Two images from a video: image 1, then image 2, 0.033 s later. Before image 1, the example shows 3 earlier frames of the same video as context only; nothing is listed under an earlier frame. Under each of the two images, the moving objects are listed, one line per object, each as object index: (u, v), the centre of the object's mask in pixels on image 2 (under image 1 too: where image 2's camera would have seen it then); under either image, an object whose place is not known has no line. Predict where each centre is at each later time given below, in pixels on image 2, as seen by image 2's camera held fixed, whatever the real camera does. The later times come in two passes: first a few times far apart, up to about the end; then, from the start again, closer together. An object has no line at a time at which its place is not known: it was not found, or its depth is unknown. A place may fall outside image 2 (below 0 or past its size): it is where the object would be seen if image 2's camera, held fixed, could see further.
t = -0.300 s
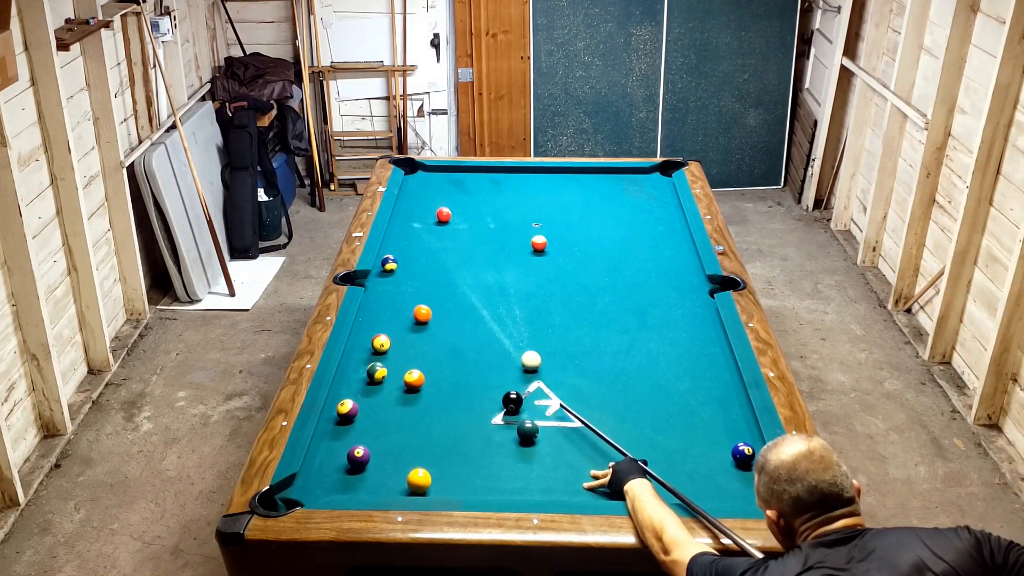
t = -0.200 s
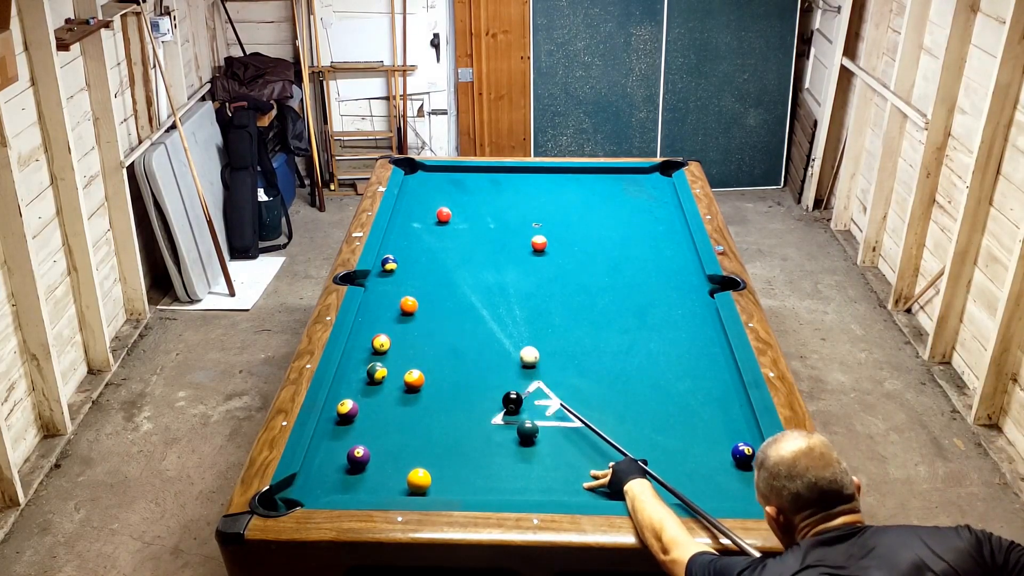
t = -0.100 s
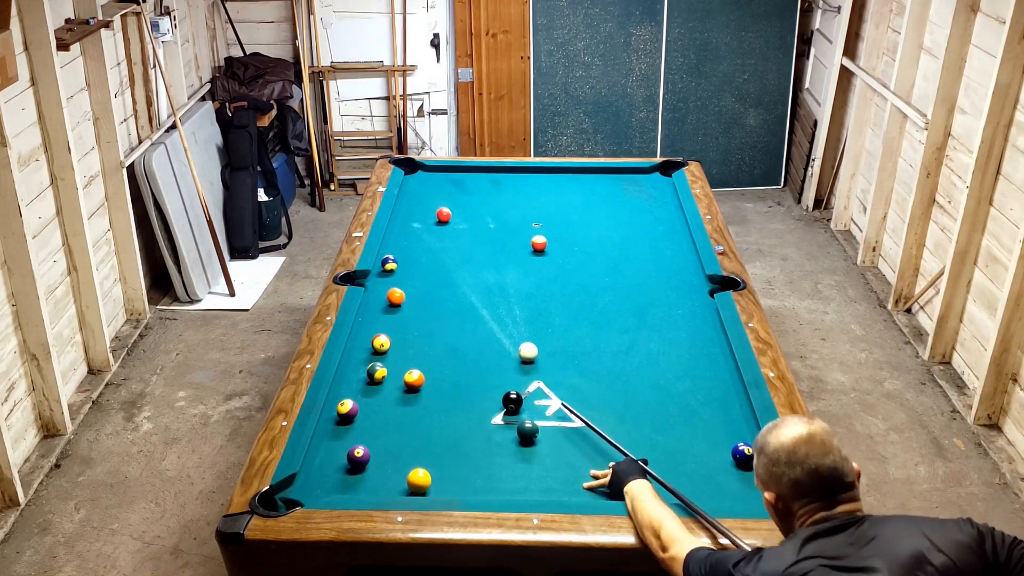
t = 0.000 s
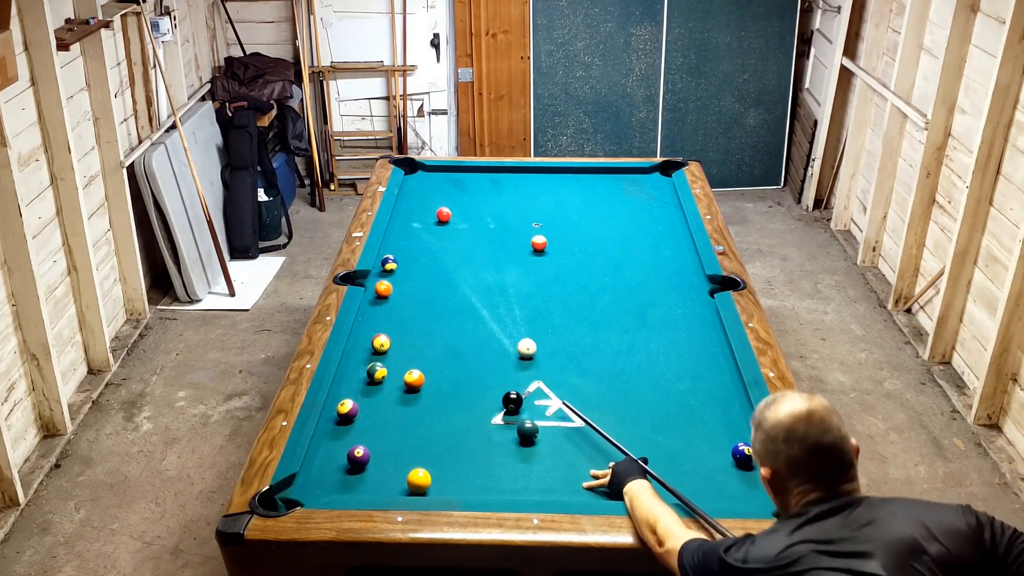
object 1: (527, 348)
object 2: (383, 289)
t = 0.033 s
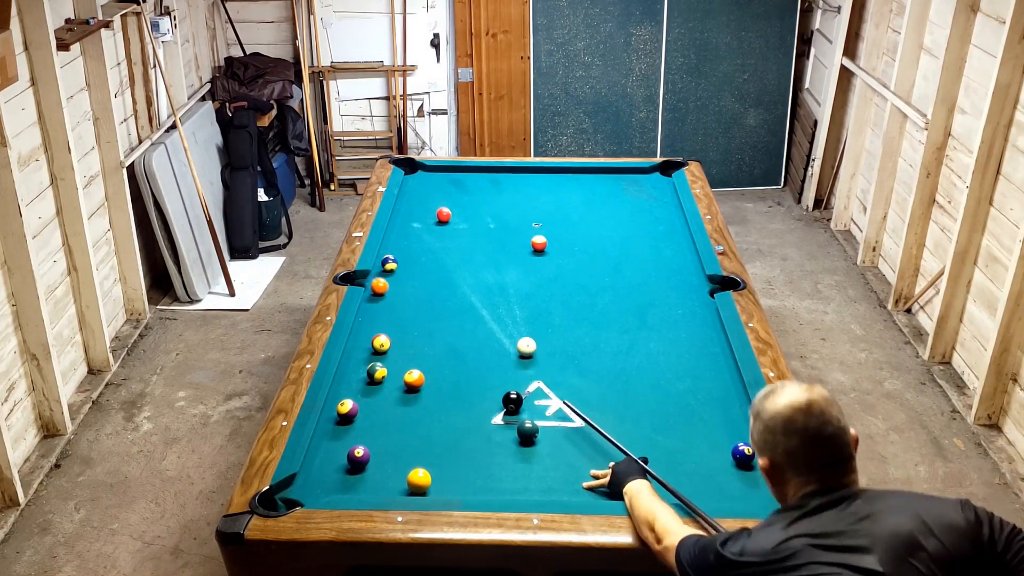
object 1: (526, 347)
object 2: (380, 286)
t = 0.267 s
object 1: (525, 339)
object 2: (358, 283)
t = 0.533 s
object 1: (523, 331)
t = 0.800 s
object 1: (522, 325)
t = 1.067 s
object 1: (521, 320)
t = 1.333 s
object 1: (521, 317)
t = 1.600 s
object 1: (521, 315)
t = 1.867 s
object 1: (521, 314)
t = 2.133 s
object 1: (521, 314)
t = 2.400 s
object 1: (521, 314)
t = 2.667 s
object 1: (521, 314)
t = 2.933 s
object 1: (521, 314)
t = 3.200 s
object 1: (521, 314)
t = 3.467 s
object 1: (521, 314)
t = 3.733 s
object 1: (521, 314)
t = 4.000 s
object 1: (521, 314)
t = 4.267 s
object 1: (521, 314)
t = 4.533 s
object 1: (521, 314)
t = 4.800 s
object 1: (521, 314)
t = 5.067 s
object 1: (521, 314)
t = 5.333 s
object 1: (521, 314)
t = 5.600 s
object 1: (521, 314)
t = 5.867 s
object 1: (521, 314)
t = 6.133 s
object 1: (521, 314)
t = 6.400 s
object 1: (521, 314)
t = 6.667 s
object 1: (521, 314)
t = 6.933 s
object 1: (521, 314)
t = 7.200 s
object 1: (521, 314)
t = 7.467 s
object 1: (521, 314)
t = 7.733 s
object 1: (521, 314)
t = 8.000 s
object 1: (521, 314)
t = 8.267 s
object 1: (521, 314)
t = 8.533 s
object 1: (521, 314)
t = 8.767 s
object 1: (521, 314)
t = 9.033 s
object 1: (521, 314)
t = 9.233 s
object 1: (521, 314)
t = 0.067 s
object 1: (526, 345)
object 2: (375, 284)
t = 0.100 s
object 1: (526, 344)
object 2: (372, 281)
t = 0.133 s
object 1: (526, 343)
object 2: (368, 279)
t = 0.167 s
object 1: (525, 342)
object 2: (364, 276)
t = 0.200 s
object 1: (525, 341)
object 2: (361, 276)
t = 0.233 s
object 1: (525, 340)
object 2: (359, 279)
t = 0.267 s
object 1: (525, 339)
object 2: (358, 283)
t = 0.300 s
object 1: (524, 338)
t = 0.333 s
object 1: (524, 337)
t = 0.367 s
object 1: (524, 336)
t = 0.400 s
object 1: (523, 335)
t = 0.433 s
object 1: (523, 334)
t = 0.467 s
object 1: (523, 333)
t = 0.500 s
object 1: (523, 332)
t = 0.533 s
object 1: (523, 331)
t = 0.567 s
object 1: (523, 330)
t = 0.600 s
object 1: (523, 329)
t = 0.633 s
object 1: (522, 329)
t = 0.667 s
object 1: (522, 328)
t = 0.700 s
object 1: (522, 327)
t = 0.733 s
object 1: (522, 326)
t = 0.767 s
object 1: (522, 326)
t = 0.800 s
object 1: (522, 325)
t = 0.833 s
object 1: (522, 324)
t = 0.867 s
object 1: (521, 324)
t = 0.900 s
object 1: (522, 323)
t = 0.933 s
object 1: (522, 322)
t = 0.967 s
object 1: (521, 322)
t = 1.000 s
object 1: (522, 321)
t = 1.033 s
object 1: (521, 321)
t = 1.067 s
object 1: (521, 320)
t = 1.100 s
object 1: (521, 320)
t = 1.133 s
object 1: (521, 319)
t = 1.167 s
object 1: (522, 319)
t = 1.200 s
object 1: (522, 318)
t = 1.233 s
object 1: (522, 318)
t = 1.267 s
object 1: (522, 317)
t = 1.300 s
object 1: (522, 317)
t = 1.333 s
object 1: (521, 317)
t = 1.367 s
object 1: (521, 316)
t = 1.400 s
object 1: (521, 316)
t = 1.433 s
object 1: (521, 316)
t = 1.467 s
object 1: (521, 316)
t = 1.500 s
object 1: (521, 315)
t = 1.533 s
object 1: (521, 315)
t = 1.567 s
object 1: (521, 315)
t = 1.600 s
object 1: (521, 315)
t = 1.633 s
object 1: (521, 314)
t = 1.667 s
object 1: (521, 314)
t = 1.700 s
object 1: (521, 314)
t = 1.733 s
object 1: (521, 314)
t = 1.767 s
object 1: (521, 314)
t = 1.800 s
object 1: (521, 314)
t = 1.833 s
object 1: (521, 314)
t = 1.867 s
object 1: (521, 314)
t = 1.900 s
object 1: (521, 314)
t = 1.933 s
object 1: (521, 314)
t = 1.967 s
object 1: (521, 314)
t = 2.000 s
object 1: (521, 314)
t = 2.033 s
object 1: (521, 314)
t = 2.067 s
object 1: (521, 314)
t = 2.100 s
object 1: (521, 314)
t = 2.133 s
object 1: (521, 314)
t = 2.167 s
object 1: (521, 314)
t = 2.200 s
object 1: (521, 314)
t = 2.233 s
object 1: (521, 314)
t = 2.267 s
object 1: (521, 314)
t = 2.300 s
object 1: (521, 314)
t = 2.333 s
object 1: (521, 314)
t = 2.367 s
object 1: (521, 314)
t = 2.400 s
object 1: (521, 314)
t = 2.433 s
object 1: (521, 314)
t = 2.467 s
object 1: (521, 314)
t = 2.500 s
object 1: (521, 314)
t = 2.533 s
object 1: (521, 314)
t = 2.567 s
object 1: (521, 314)
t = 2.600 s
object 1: (521, 314)
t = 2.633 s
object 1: (521, 314)
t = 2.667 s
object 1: (521, 314)
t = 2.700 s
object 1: (521, 314)
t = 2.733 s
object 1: (521, 314)
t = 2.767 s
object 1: (521, 314)
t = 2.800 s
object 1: (521, 314)
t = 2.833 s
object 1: (521, 314)
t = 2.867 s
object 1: (521, 314)
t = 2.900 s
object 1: (521, 314)
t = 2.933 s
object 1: (521, 314)
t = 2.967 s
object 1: (521, 314)
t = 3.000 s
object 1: (521, 314)
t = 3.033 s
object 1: (521, 314)
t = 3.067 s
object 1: (521, 314)
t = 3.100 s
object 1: (521, 314)
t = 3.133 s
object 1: (521, 314)
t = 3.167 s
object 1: (521, 314)
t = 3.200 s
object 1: (521, 314)
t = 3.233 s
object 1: (521, 314)
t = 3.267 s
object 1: (521, 314)
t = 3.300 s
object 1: (521, 314)
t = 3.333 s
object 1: (521, 314)
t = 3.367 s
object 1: (521, 314)
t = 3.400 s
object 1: (521, 314)
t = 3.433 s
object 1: (521, 314)
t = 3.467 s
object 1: (521, 314)
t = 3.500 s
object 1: (521, 314)
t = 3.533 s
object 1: (521, 314)
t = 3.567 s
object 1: (521, 314)
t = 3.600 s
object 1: (521, 315)
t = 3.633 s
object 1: (521, 314)
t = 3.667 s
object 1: (521, 314)
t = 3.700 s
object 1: (521, 314)
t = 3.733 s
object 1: (521, 314)
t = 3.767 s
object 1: (521, 315)
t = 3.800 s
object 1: (521, 314)
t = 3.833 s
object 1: (521, 314)
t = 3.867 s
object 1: (521, 314)
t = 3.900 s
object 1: (521, 314)
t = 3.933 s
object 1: (521, 314)
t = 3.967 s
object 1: (521, 314)
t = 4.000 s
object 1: (521, 314)
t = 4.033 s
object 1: (521, 314)
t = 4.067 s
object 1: (521, 314)
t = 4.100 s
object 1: (521, 314)
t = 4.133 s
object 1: (521, 314)
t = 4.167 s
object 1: (521, 315)
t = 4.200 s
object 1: (521, 315)
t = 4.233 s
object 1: (521, 315)
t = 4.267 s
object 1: (521, 314)
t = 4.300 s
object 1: (521, 314)
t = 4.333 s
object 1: (521, 314)
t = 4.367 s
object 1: (521, 315)
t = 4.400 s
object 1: (521, 315)
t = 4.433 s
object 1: (521, 314)
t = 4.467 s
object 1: (521, 314)
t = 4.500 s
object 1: (521, 314)
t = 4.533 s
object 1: (521, 314)
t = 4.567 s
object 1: (521, 314)
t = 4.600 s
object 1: (521, 314)
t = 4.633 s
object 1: (521, 314)
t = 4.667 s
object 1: (521, 314)
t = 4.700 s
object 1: (521, 315)
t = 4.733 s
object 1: (521, 314)
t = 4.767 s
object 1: (521, 314)
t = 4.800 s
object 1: (521, 314)
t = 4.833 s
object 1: (521, 314)
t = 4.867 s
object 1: (521, 314)
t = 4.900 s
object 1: (521, 314)
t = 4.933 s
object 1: (521, 314)
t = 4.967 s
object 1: (521, 314)
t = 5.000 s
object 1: (521, 314)
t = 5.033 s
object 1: (521, 314)
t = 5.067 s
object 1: (521, 314)
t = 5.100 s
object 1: (521, 314)
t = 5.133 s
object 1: (521, 314)
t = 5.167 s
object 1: (521, 314)
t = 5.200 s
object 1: (521, 314)
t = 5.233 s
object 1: (521, 314)
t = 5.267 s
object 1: (521, 314)
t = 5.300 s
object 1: (521, 314)
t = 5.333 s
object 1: (521, 314)
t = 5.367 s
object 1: (521, 314)
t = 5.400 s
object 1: (521, 314)
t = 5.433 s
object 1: (521, 314)
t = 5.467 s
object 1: (521, 314)
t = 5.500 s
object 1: (521, 314)
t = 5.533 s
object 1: (521, 314)
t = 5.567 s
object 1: (521, 314)
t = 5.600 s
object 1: (521, 314)
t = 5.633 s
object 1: (521, 314)
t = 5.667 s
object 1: (521, 314)
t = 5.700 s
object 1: (521, 314)
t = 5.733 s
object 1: (521, 314)
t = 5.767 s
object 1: (521, 314)
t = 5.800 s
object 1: (521, 314)
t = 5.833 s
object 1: (521, 314)
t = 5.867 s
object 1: (521, 314)
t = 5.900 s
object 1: (521, 314)
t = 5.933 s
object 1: (521, 314)
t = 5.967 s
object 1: (521, 314)
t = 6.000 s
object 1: (521, 314)
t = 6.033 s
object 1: (521, 314)
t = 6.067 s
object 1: (521, 314)
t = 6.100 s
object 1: (521, 314)
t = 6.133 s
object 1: (521, 314)
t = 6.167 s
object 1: (521, 314)
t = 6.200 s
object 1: (521, 314)
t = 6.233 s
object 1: (521, 314)
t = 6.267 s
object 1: (521, 314)
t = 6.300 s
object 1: (521, 314)
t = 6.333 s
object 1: (521, 314)
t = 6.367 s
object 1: (521, 314)
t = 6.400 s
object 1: (521, 314)
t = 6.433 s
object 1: (521, 314)
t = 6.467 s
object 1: (521, 314)
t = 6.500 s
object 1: (521, 314)
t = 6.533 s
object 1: (521, 314)
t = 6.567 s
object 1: (521, 314)
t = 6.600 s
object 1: (521, 314)
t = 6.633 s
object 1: (521, 314)
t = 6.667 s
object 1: (521, 314)
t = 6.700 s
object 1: (521, 314)
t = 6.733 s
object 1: (521, 314)
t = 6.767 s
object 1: (521, 314)
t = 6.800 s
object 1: (521, 314)
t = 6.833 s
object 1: (521, 314)
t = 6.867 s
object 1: (521, 314)
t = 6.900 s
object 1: (521, 314)
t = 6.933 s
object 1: (521, 314)
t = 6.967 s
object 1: (521, 314)
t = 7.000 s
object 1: (521, 314)
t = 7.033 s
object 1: (521, 314)
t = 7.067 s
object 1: (521, 314)
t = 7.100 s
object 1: (521, 314)
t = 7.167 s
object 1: (521, 314)
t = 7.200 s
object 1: (521, 314)
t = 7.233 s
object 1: (521, 314)
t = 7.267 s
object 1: (521, 314)
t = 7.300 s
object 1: (521, 314)
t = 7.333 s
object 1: (521, 314)
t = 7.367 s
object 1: (521, 314)
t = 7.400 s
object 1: (521, 314)
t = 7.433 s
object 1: (521, 314)
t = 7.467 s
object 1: (521, 314)
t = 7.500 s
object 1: (521, 314)
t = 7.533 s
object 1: (521, 314)
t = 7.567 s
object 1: (521, 314)
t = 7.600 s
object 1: (521, 314)
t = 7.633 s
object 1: (521, 314)
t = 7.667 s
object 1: (521, 314)
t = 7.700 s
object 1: (521, 314)
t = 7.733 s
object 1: (521, 314)
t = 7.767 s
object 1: (521, 314)
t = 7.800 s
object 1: (521, 314)
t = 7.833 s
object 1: (521, 314)
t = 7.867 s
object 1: (521, 314)
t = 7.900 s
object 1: (521, 314)
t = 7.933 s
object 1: (521, 314)
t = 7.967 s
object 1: (521, 314)
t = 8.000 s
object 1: (521, 314)
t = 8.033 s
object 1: (521, 314)
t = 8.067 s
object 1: (521, 314)
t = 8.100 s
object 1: (521, 314)
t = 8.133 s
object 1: (521, 314)
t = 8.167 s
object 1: (521, 314)
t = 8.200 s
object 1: (521, 314)
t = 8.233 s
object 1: (521, 314)
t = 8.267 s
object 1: (521, 314)
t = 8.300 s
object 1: (521, 314)
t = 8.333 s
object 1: (521, 314)
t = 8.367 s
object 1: (521, 314)
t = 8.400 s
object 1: (521, 314)
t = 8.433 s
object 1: (521, 314)
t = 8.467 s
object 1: (521, 314)
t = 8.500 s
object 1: (521, 314)
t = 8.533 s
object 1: (521, 314)
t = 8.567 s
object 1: (521, 314)
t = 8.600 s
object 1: (521, 314)
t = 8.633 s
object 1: (521, 314)
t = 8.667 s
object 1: (521, 314)
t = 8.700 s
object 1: (521, 314)
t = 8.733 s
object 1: (521, 314)
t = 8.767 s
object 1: (521, 314)
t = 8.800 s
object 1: (521, 314)
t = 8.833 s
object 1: (521, 314)
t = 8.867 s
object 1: (521, 314)
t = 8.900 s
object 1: (521, 314)
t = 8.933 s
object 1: (521, 314)
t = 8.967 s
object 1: (521, 314)
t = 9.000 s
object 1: (521, 314)
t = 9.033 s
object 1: (521, 314)
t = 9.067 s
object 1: (521, 314)
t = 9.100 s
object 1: (521, 314)
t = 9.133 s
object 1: (521, 314)
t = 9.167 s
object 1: (521, 314)
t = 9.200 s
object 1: (521, 314)
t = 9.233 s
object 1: (521, 314)
